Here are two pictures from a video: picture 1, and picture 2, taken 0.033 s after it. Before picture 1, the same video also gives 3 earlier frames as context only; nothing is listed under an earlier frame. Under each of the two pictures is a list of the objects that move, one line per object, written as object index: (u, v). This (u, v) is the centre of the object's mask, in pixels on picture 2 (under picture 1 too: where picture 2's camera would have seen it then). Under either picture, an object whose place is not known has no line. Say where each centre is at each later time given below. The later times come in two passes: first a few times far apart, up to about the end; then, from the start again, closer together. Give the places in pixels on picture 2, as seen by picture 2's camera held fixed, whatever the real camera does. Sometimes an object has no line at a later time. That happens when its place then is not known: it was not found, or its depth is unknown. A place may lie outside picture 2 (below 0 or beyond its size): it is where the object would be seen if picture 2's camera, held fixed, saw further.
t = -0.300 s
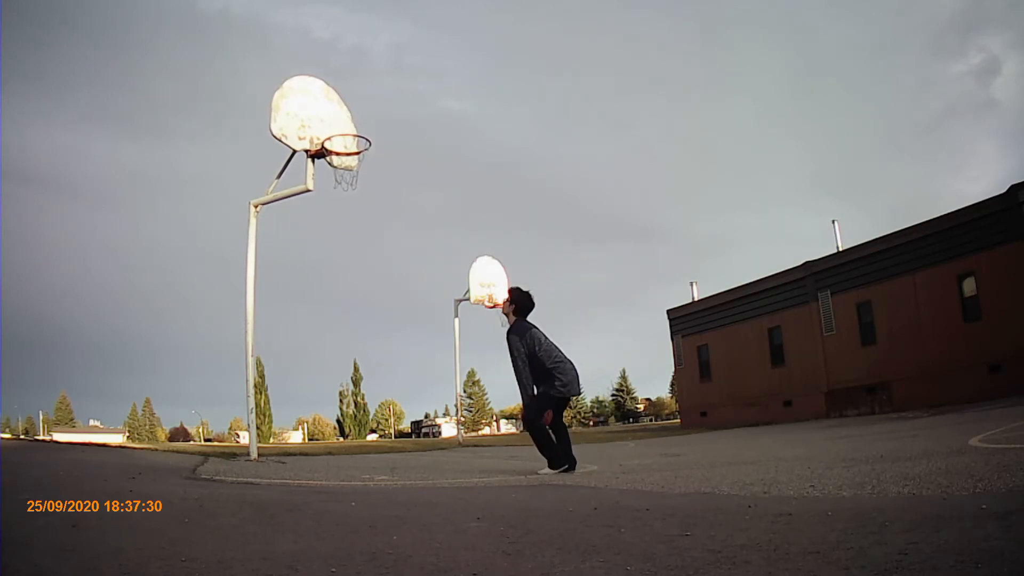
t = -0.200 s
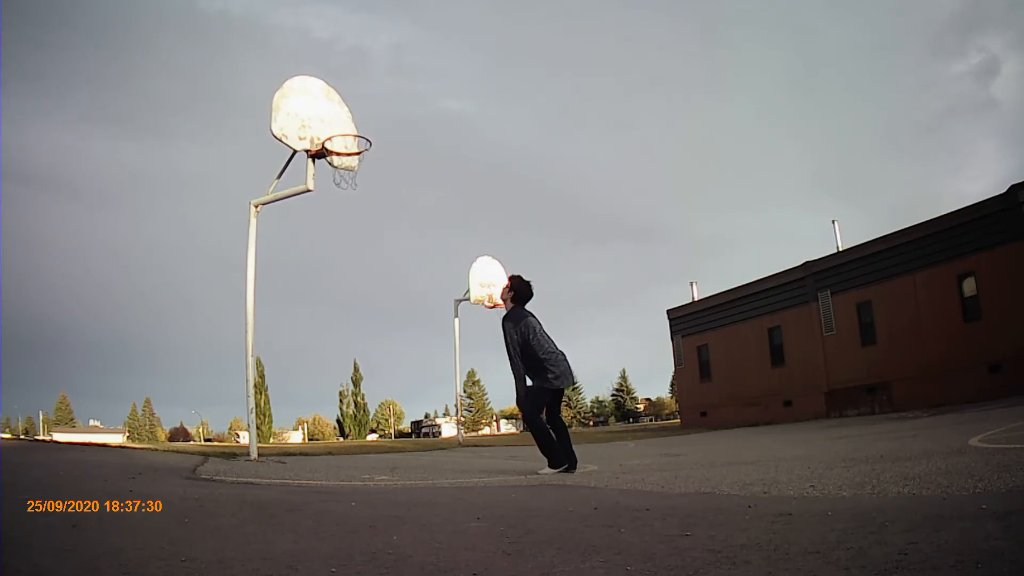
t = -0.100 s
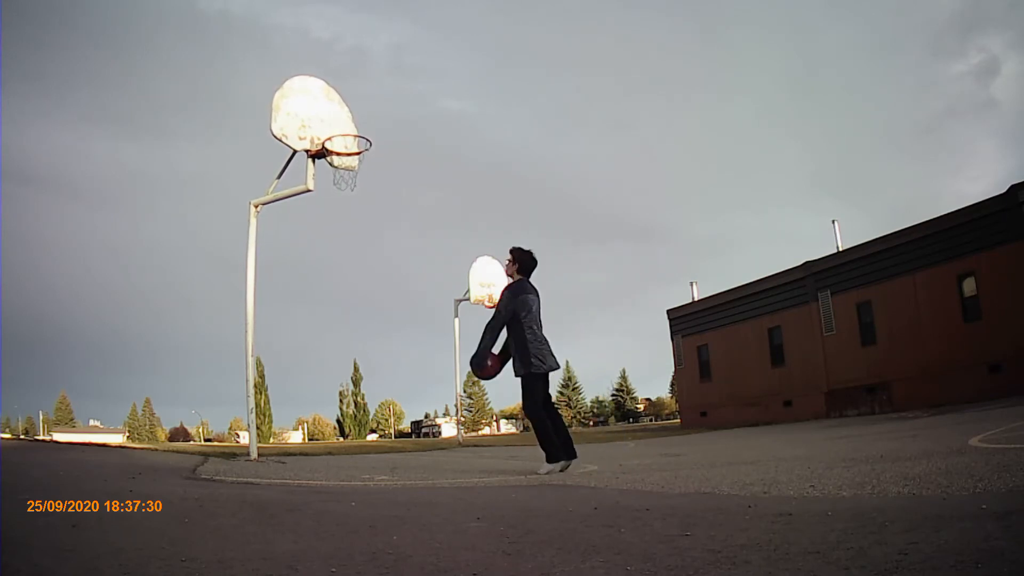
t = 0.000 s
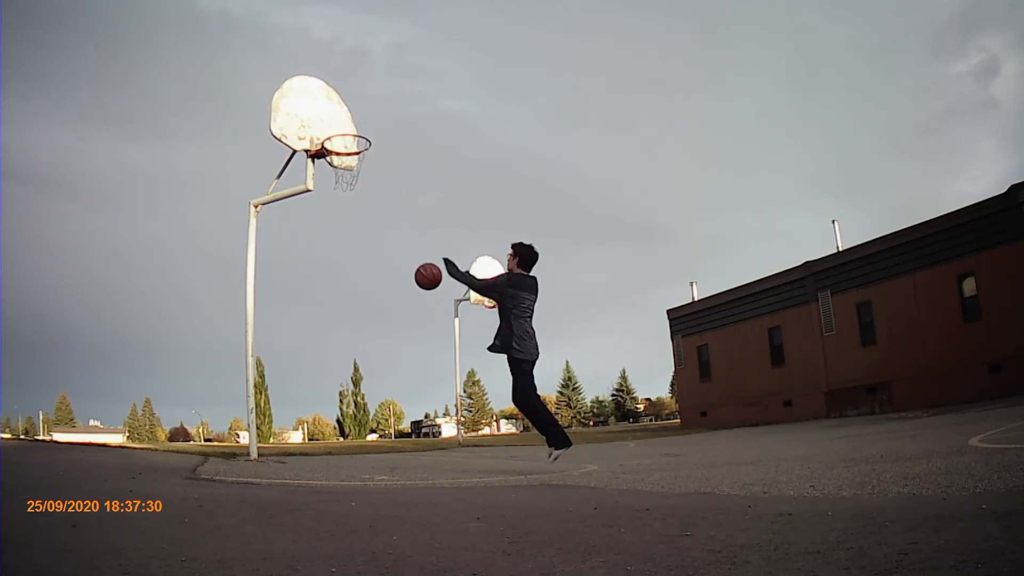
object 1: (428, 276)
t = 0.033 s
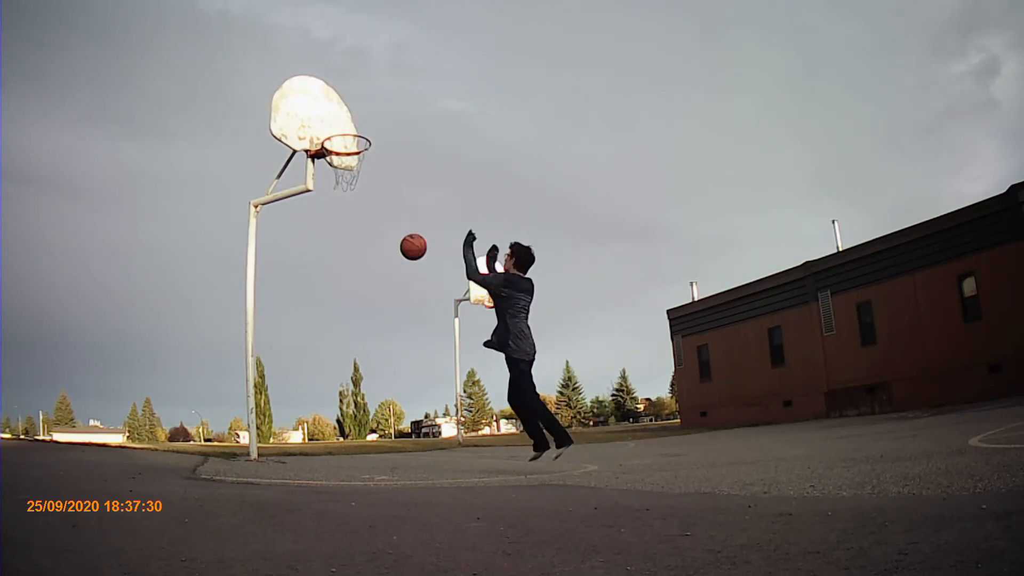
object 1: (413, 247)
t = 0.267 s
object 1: (357, 161)
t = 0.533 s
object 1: (341, 214)
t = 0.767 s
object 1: (328, 320)
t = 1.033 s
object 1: (329, 415)
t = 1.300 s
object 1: (353, 307)
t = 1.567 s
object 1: (382, 272)
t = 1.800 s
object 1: (411, 301)
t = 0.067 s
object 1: (399, 220)
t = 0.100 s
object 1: (387, 196)
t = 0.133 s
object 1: (375, 174)
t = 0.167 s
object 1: (366, 156)
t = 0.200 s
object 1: (362, 157)
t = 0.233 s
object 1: (359, 159)
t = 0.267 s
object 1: (357, 161)
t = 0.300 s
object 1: (355, 164)
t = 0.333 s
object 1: (353, 168)
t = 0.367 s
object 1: (351, 173)
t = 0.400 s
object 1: (349, 179)
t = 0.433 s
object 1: (347, 186)
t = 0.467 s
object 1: (345, 194)
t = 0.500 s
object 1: (342, 203)
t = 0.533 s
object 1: (341, 214)
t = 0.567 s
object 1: (339, 225)
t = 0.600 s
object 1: (337, 238)
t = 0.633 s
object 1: (335, 252)
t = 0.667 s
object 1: (333, 268)
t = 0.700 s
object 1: (331, 284)
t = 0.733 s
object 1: (330, 302)
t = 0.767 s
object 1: (328, 320)
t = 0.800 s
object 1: (327, 341)
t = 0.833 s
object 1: (326, 362)
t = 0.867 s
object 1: (325, 385)
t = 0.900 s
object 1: (324, 408)
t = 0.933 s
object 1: (324, 433)
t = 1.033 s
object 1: (329, 415)
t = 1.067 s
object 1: (331, 398)
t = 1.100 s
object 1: (334, 381)
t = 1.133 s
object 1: (337, 366)
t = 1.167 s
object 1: (340, 352)
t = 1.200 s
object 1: (343, 339)
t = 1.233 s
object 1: (346, 327)
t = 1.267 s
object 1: (350, 317)
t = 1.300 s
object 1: (353, 307)
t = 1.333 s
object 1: (356, 299)
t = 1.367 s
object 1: (360, 292)
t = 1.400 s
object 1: (364, 286)
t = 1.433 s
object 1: (367, 281)
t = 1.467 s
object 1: (371, 277)
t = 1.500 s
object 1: (375, 274)
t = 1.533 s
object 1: (378, 273)
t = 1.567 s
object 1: (382, 272)
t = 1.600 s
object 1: (386, 273)
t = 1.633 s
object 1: (390, 274)
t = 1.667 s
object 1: (394, 277)
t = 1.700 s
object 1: (398, 282)
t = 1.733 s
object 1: (402, 287)
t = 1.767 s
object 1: (406, 293)
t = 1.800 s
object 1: (411, 301)
